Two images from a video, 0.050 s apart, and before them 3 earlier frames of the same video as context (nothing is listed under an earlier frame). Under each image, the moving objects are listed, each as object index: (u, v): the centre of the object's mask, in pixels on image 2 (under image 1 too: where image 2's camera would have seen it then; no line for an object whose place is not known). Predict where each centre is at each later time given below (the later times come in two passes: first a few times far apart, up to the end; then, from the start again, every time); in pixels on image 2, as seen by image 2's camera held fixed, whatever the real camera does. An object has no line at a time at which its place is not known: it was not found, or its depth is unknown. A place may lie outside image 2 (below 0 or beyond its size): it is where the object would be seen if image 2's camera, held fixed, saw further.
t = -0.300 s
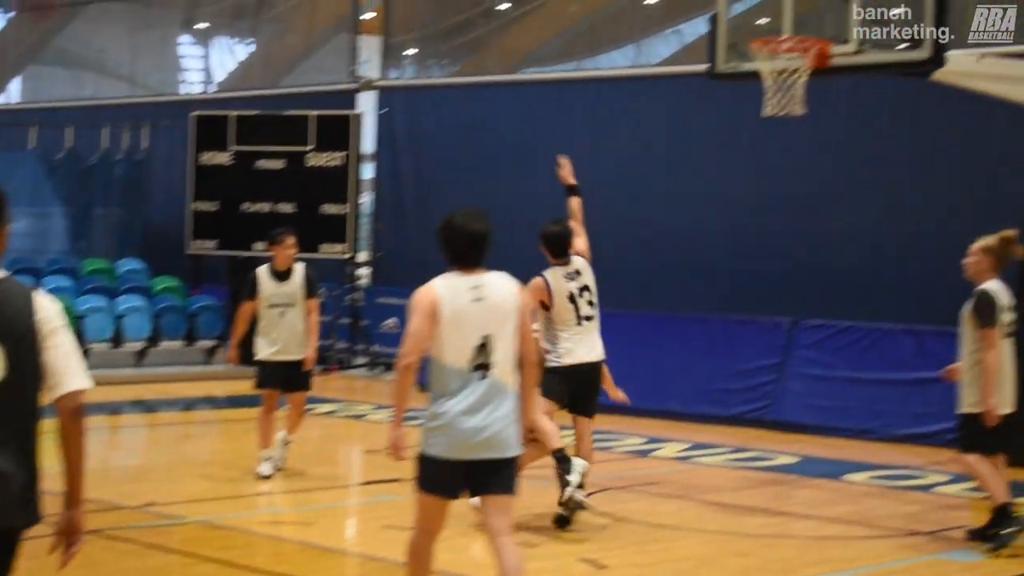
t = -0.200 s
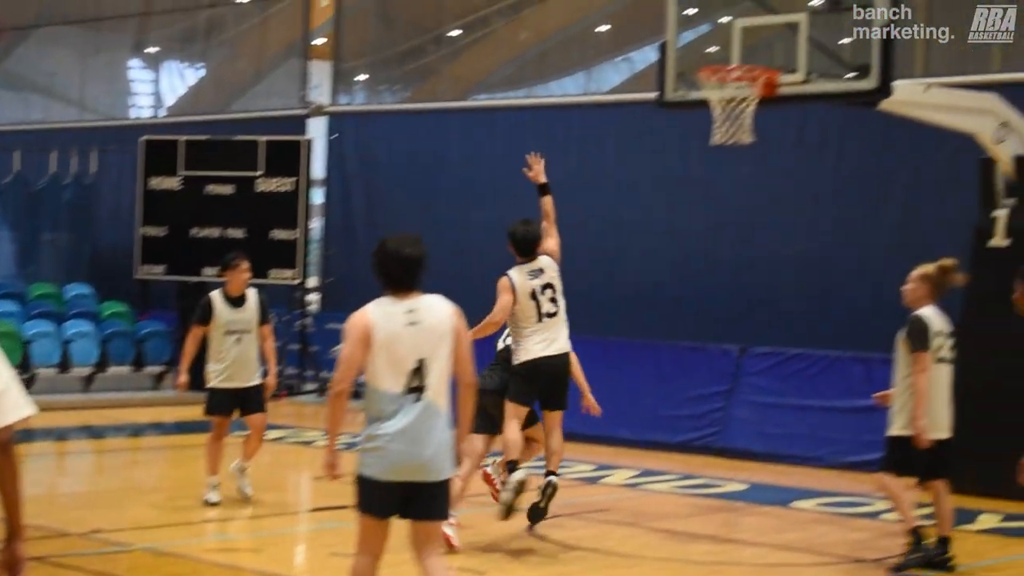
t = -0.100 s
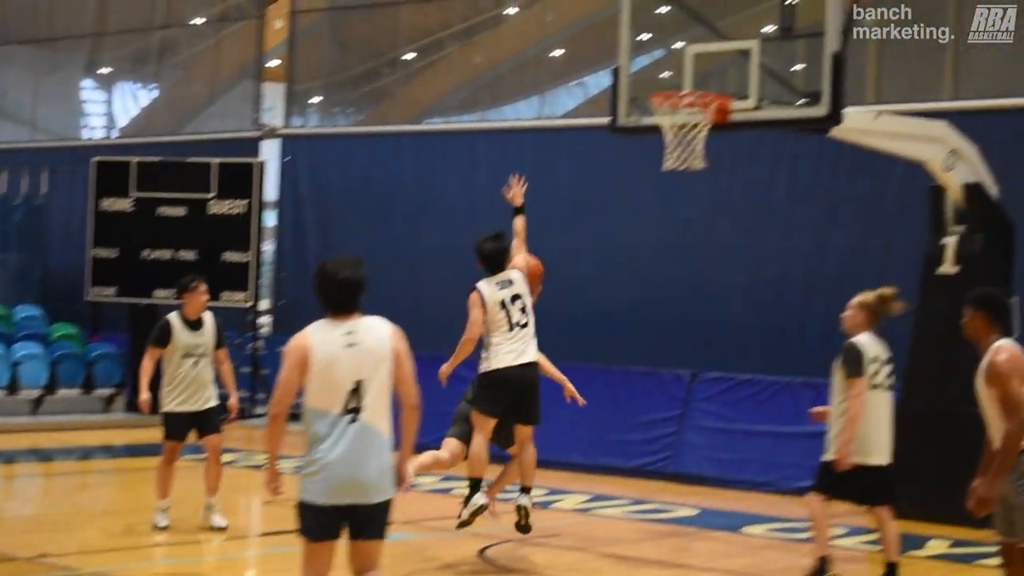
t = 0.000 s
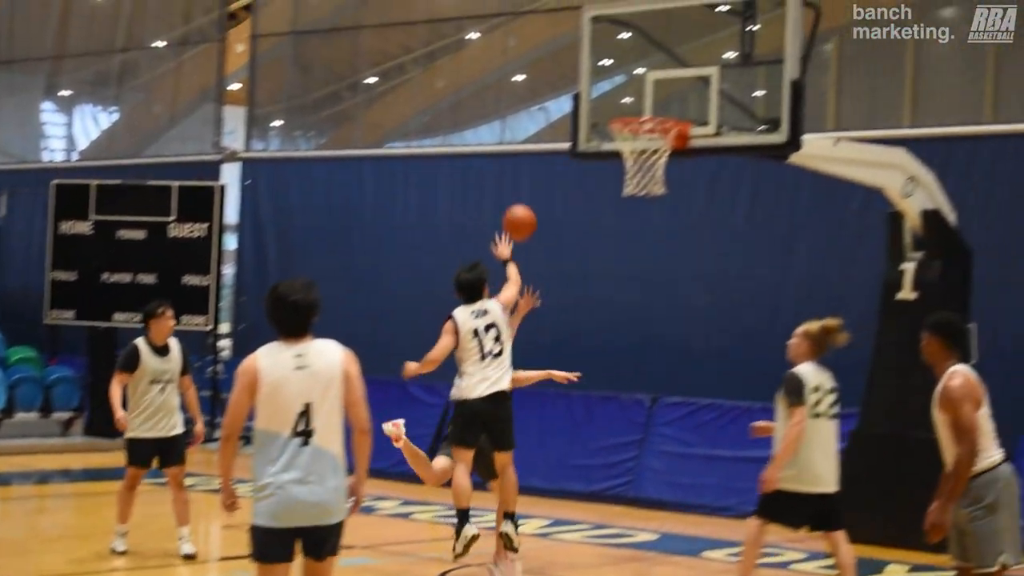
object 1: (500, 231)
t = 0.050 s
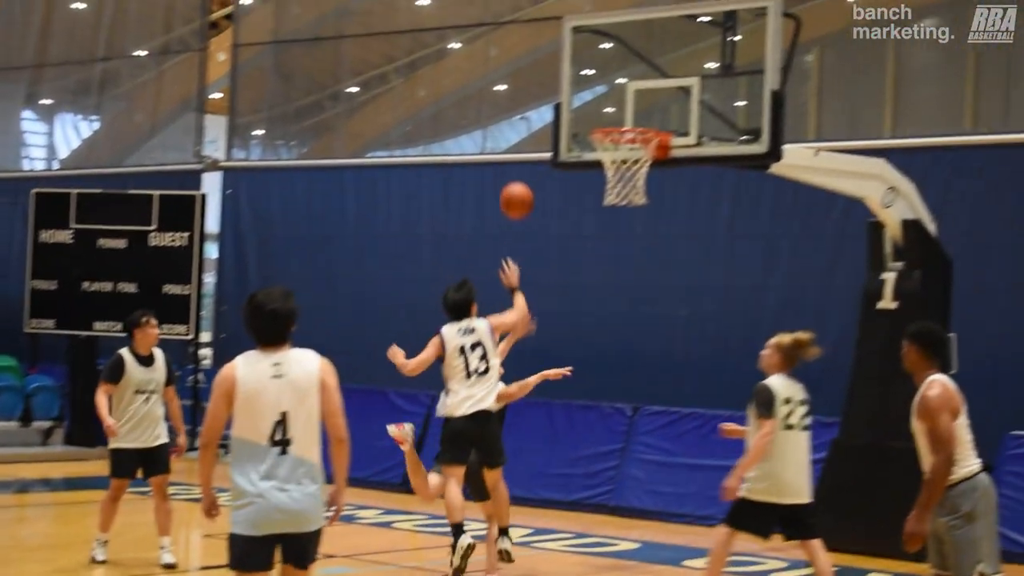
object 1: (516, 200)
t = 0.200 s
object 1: (564, 125)
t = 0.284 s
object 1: (590, 95)
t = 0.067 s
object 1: (521, 190)
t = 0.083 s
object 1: (527, 181)
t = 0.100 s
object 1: (532, 173)
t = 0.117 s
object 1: (537, 164)
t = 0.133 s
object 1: (542, 155)
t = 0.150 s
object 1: (548, 147)
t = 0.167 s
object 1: (553, 139)
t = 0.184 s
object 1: (558, 132)
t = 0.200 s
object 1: (564, 125)
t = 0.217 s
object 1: (569, 118)
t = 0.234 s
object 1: (574, 112)
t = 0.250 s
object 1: (579, 106)
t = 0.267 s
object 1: (585, 101)
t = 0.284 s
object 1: (590, 95)
